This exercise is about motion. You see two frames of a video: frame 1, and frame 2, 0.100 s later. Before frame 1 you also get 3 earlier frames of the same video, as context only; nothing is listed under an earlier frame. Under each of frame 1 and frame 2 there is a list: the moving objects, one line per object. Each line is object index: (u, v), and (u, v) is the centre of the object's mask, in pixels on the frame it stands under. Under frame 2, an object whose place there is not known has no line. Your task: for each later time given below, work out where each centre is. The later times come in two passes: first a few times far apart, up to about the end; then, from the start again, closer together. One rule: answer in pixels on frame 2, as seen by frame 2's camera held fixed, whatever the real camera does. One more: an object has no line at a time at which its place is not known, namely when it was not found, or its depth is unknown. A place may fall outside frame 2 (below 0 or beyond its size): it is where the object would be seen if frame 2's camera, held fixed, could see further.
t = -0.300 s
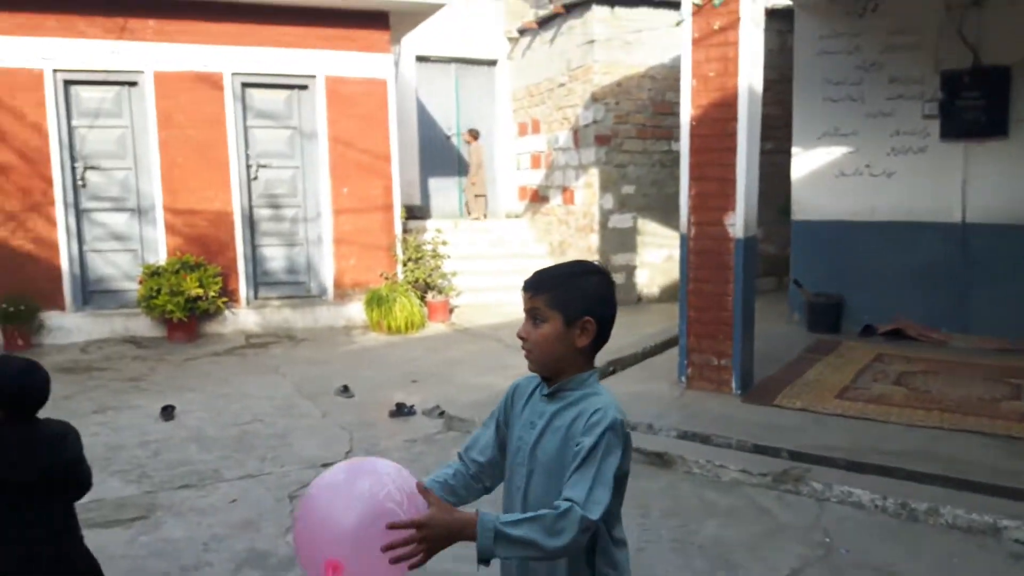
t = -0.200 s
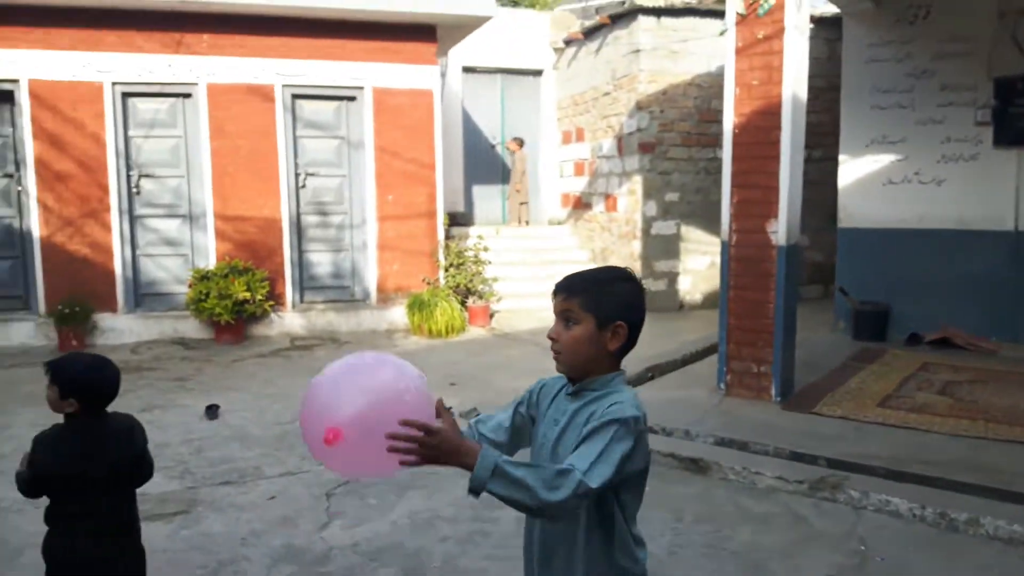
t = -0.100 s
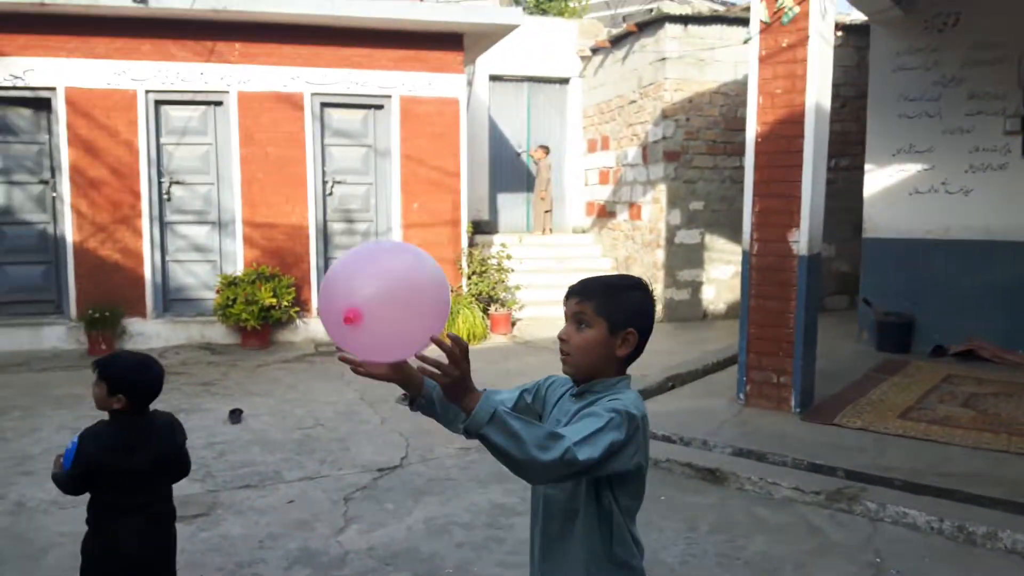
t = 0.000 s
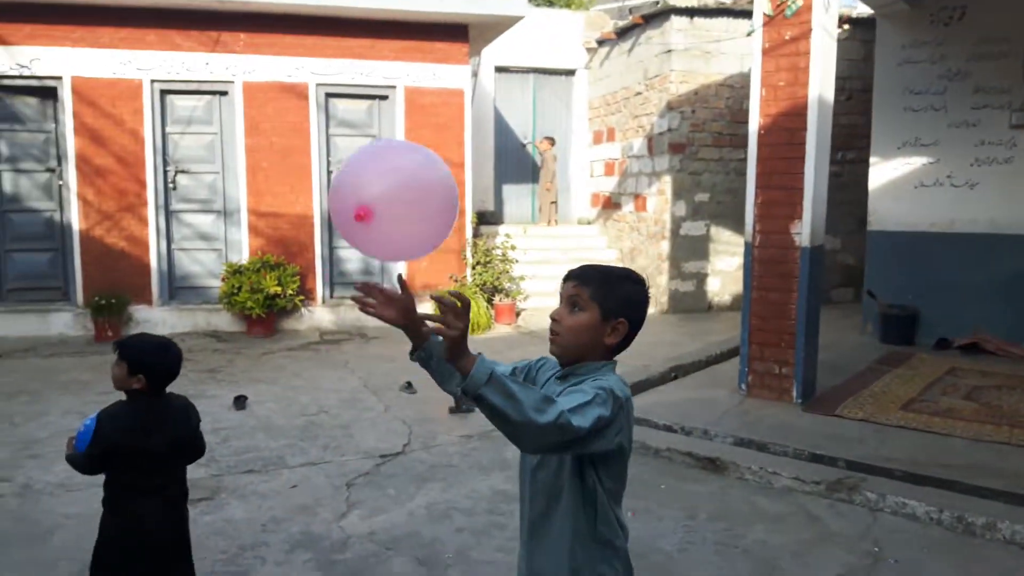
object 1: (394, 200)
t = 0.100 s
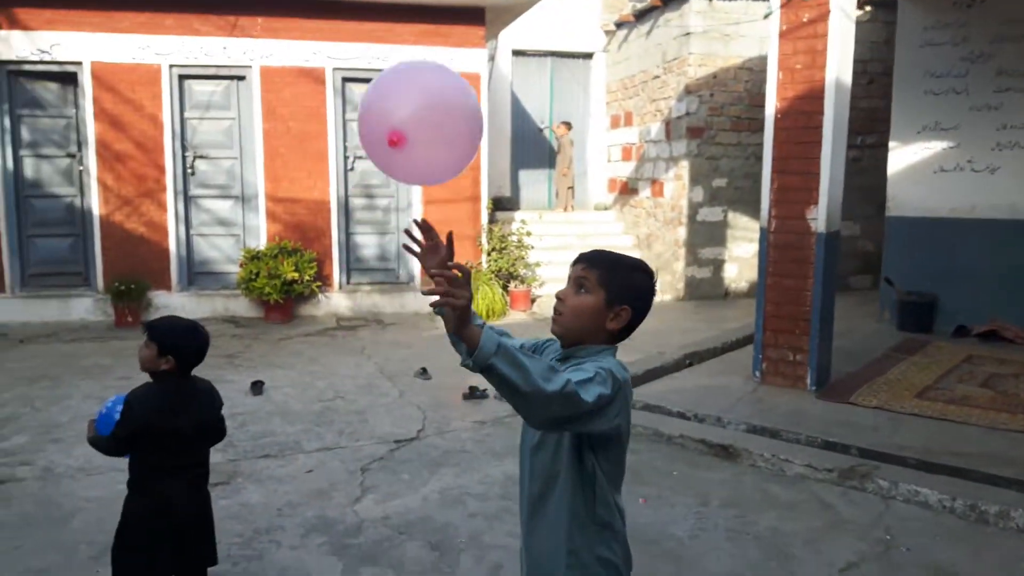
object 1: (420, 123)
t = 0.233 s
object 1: (444, 73)
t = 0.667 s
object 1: (471, 86)
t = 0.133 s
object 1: (425, 108)
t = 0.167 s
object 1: (429, 93)
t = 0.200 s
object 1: (435, 81)
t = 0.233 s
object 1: (444, 73)
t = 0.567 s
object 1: (467, 79)
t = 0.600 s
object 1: (467, 79)
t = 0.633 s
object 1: (469, 82)
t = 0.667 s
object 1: (471, 86)
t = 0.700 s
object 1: (471, 87)
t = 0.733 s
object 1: (473, 88)
